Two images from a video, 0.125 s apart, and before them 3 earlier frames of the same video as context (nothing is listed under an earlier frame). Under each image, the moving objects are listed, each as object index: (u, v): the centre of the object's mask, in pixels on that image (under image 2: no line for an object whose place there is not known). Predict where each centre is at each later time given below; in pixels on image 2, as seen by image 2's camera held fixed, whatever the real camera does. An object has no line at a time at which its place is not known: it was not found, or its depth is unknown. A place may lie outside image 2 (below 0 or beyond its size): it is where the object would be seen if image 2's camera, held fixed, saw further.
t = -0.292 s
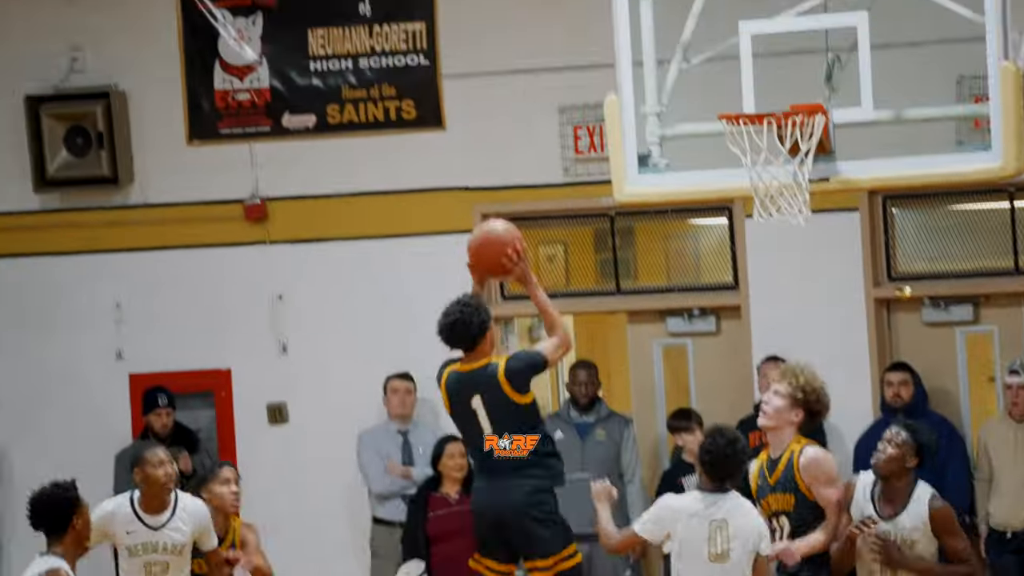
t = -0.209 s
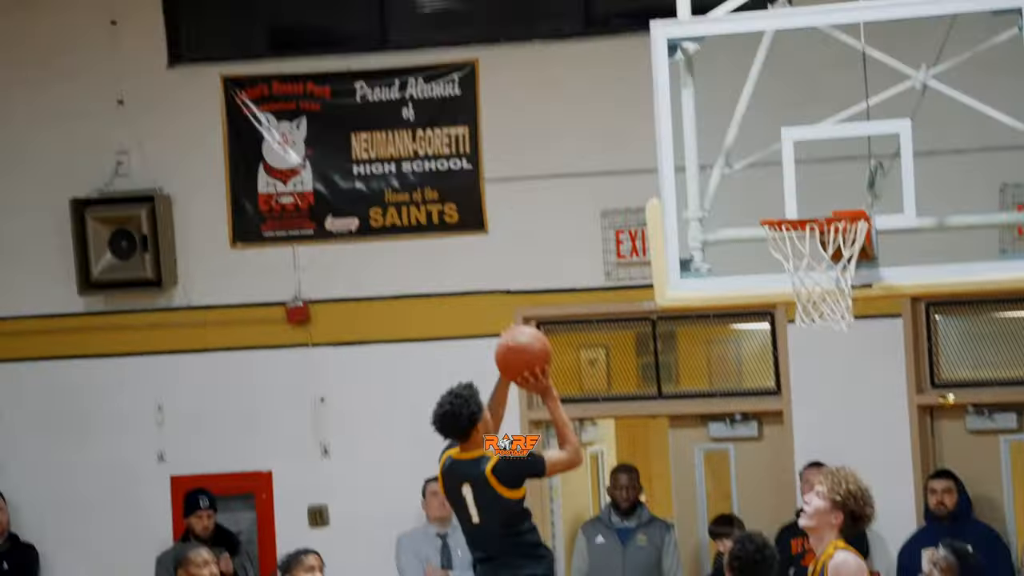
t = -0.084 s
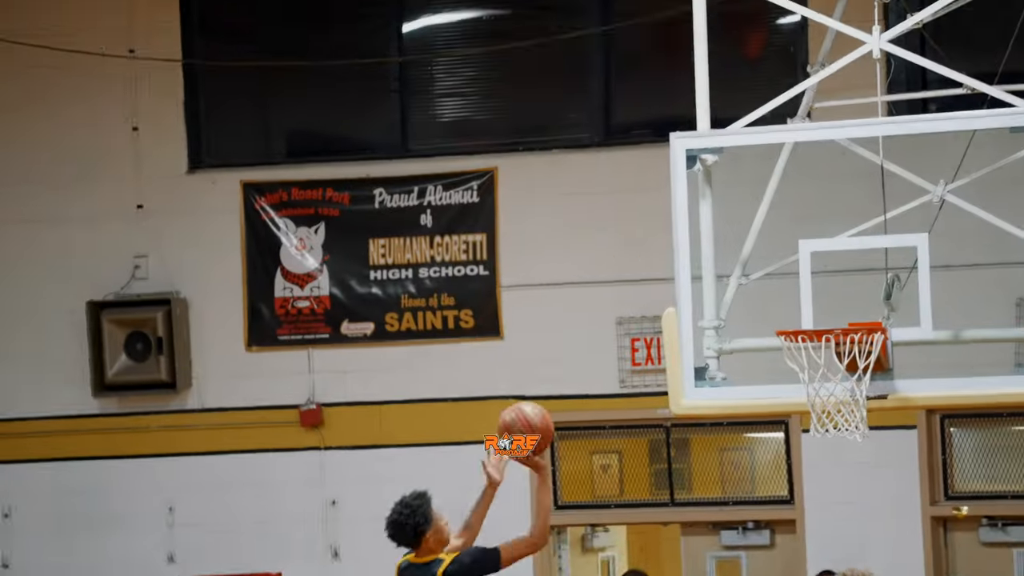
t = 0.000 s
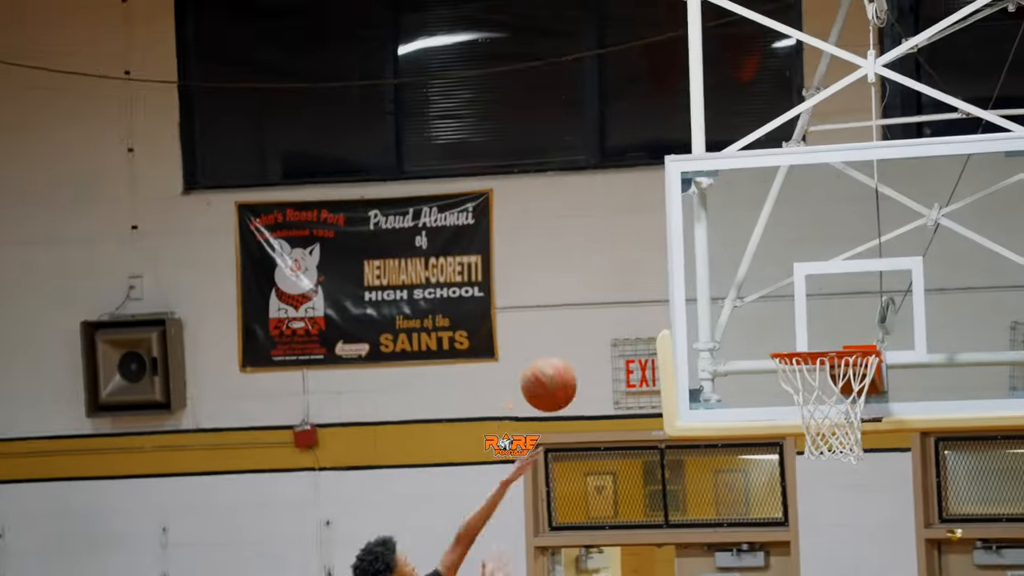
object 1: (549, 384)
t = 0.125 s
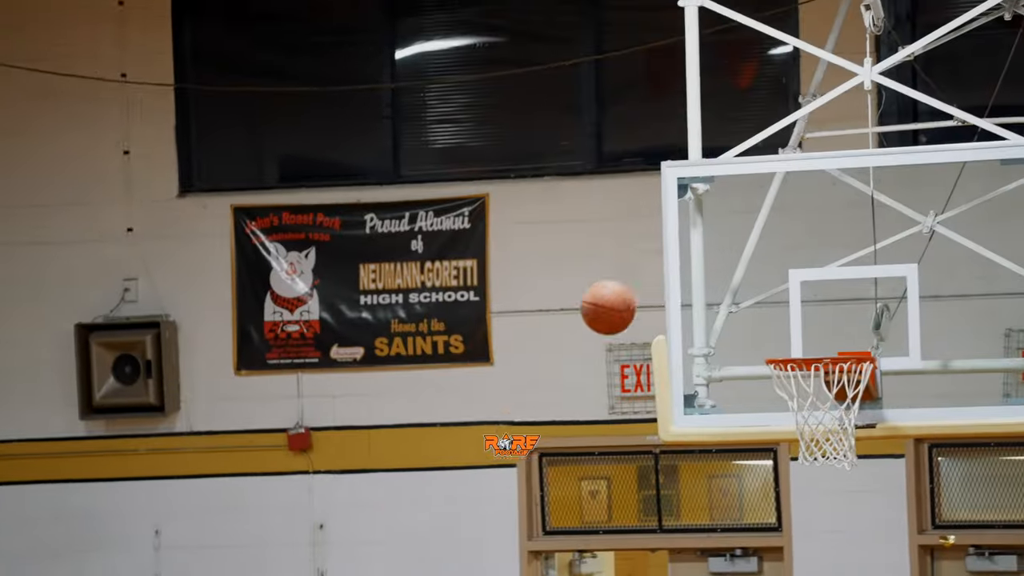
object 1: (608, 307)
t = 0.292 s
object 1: (695, 258)
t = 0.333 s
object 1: (717, 254)
